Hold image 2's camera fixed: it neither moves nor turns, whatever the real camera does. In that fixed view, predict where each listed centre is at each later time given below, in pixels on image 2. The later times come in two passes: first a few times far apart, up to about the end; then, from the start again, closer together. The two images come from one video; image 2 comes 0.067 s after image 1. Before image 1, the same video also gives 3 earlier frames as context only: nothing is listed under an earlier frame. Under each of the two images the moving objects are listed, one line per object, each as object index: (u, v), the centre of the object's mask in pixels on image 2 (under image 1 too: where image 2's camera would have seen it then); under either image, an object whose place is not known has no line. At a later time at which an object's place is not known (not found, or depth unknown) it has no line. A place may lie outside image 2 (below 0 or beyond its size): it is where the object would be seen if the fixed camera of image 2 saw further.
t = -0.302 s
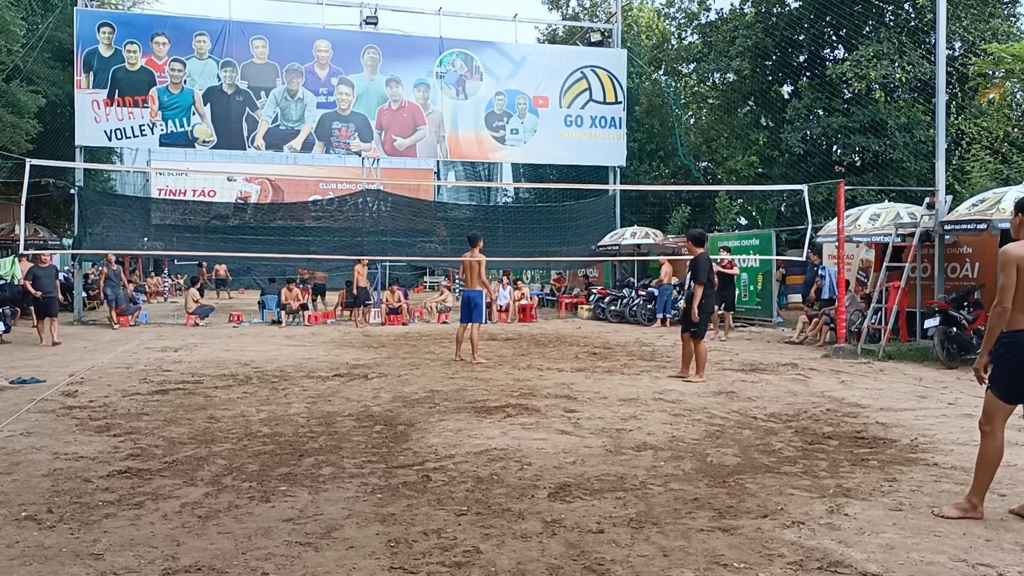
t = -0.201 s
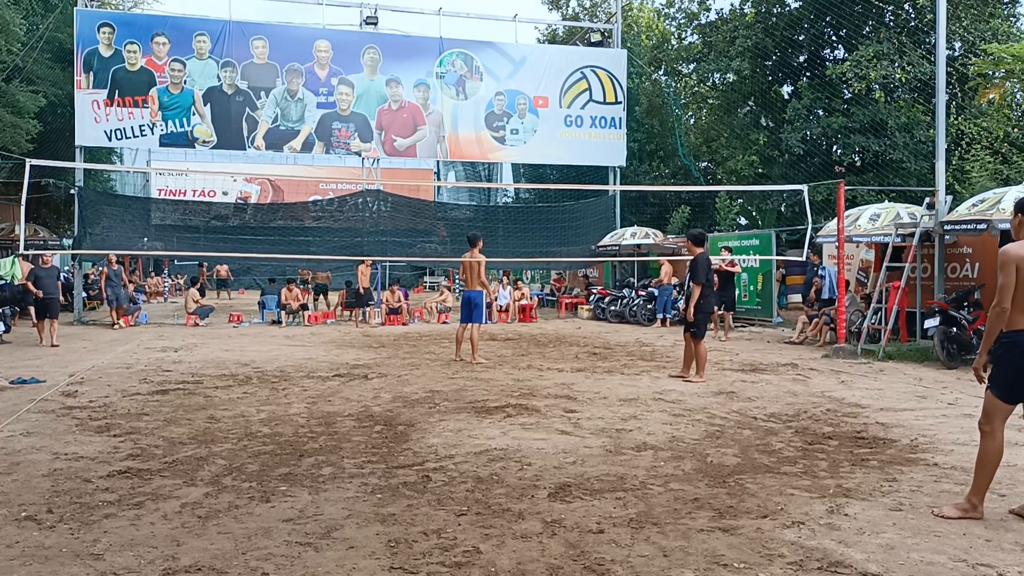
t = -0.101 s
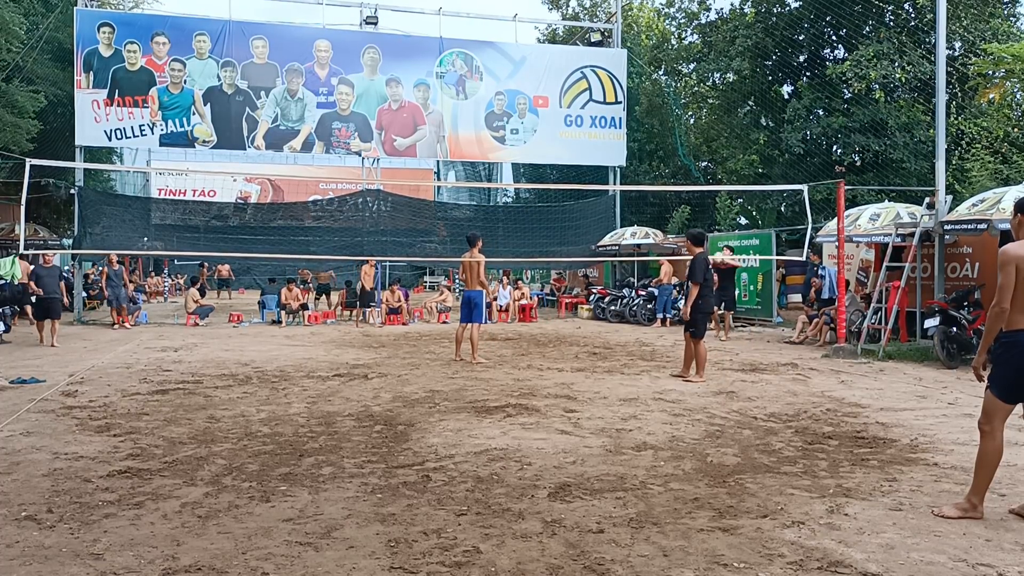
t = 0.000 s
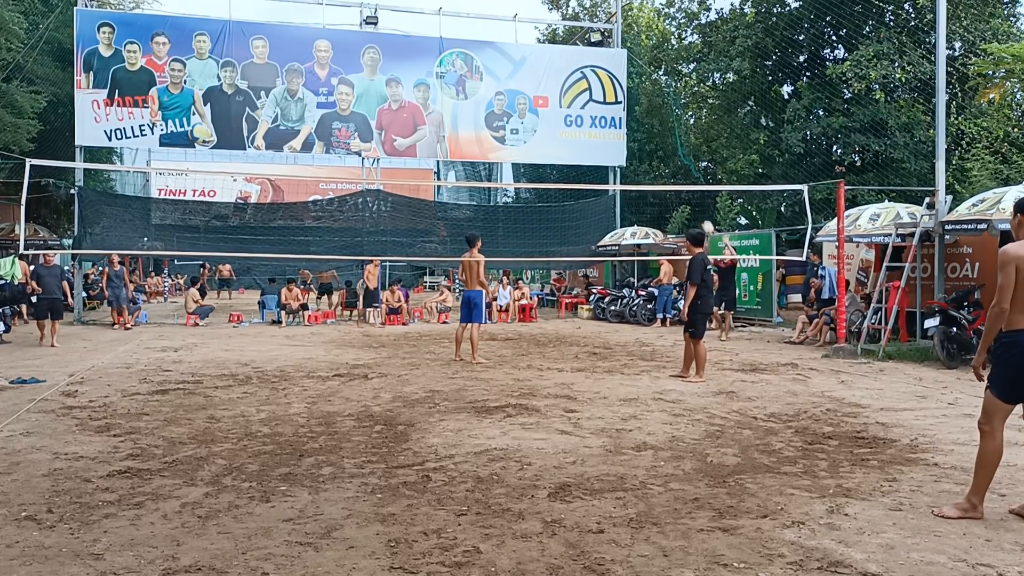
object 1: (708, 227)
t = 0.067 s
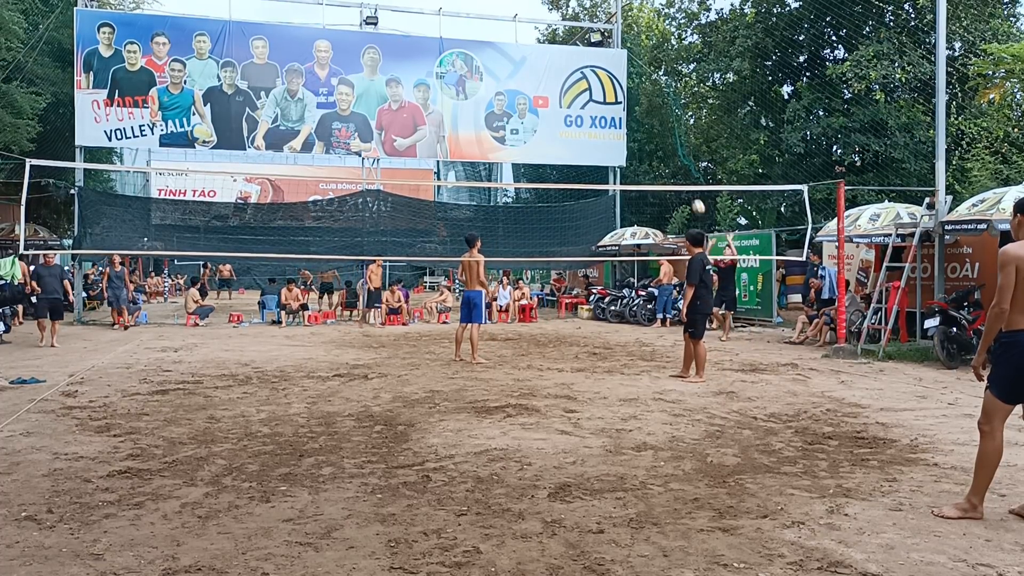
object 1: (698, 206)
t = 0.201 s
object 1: (678, 171)
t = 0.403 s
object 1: (646, 134)
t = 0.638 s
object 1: (606, 118)
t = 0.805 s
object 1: (574, 128)
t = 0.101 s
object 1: (693, 197)
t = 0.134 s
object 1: (689, 188)
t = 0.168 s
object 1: (683, 178)
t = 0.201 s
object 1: (678, 171)
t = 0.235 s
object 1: (673, 163)
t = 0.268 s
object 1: (667, 156)
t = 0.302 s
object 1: (662, 150)
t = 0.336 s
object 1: (657, 144)
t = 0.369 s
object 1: (651, 139)
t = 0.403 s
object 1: (646, 134)
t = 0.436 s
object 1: (641, 130)
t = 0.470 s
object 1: (635, 126)
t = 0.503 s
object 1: (630, 123)
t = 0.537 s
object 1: (624, 121)
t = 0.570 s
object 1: (617, 119)
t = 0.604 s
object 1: (612, 119)
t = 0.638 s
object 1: (606, 118)
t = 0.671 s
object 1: (600, 119)
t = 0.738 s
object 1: (586, 123)
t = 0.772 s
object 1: (580, 125)
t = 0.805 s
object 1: (574, 128)
